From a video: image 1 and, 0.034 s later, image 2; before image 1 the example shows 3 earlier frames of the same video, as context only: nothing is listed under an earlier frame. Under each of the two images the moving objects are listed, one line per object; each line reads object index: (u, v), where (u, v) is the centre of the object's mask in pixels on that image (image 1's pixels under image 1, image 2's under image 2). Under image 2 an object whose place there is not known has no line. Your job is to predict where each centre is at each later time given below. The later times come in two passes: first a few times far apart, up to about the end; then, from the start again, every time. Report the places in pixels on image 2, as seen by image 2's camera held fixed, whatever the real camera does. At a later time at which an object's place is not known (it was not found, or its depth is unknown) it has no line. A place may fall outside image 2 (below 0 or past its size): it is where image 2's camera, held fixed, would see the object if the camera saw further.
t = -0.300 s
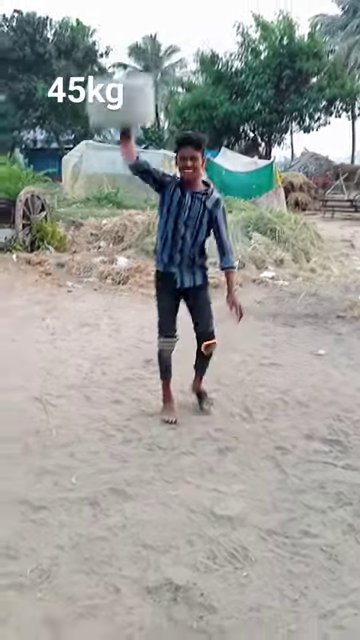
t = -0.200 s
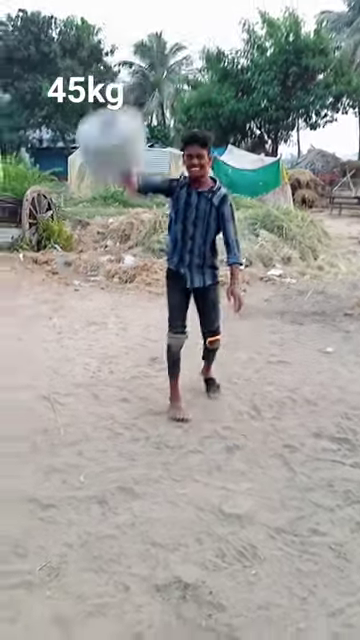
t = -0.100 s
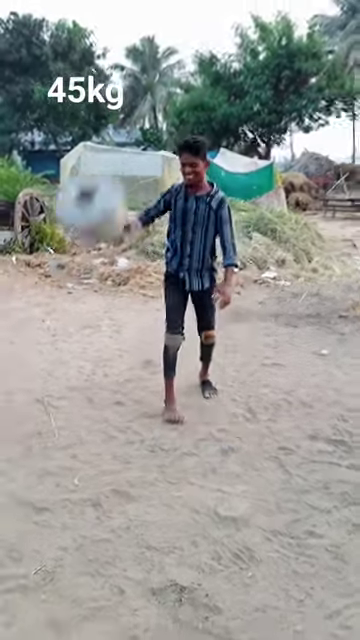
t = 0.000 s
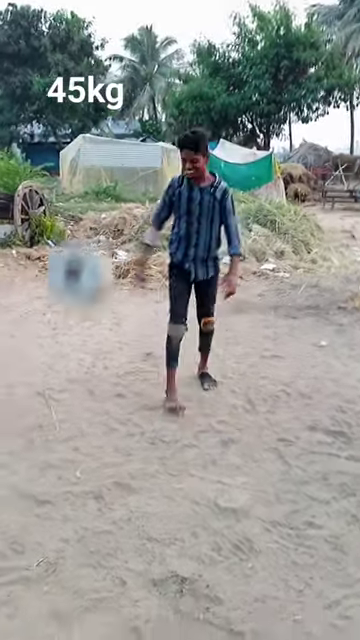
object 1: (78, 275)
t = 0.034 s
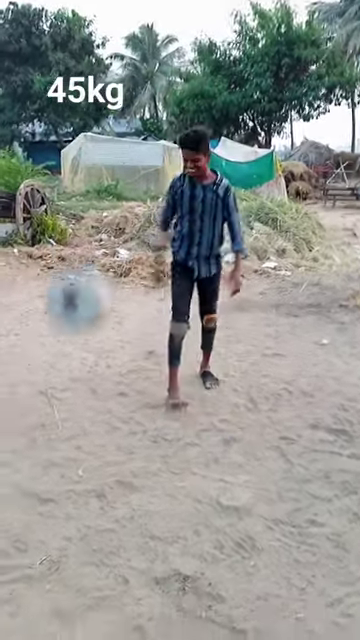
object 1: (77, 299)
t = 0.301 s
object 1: (61, 393)
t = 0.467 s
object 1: (60, 393)
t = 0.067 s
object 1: (72, 334)
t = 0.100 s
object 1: (68, 366)
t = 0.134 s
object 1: (70, 389)
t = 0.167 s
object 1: (68, 394)
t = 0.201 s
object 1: (66, 394)
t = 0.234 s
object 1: (64, 394)
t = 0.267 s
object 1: (62, 394)
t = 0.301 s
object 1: (61, 393)
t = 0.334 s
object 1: (61, 393)
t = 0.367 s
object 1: (60, 393)
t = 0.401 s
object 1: (60, 393)
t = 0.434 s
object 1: (60, 393)
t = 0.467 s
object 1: (60, 393)
